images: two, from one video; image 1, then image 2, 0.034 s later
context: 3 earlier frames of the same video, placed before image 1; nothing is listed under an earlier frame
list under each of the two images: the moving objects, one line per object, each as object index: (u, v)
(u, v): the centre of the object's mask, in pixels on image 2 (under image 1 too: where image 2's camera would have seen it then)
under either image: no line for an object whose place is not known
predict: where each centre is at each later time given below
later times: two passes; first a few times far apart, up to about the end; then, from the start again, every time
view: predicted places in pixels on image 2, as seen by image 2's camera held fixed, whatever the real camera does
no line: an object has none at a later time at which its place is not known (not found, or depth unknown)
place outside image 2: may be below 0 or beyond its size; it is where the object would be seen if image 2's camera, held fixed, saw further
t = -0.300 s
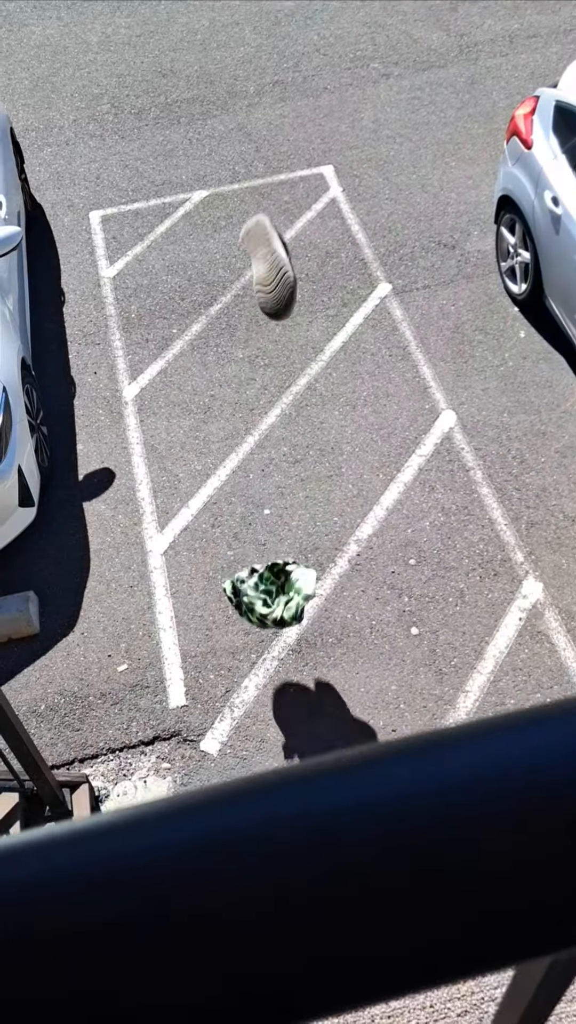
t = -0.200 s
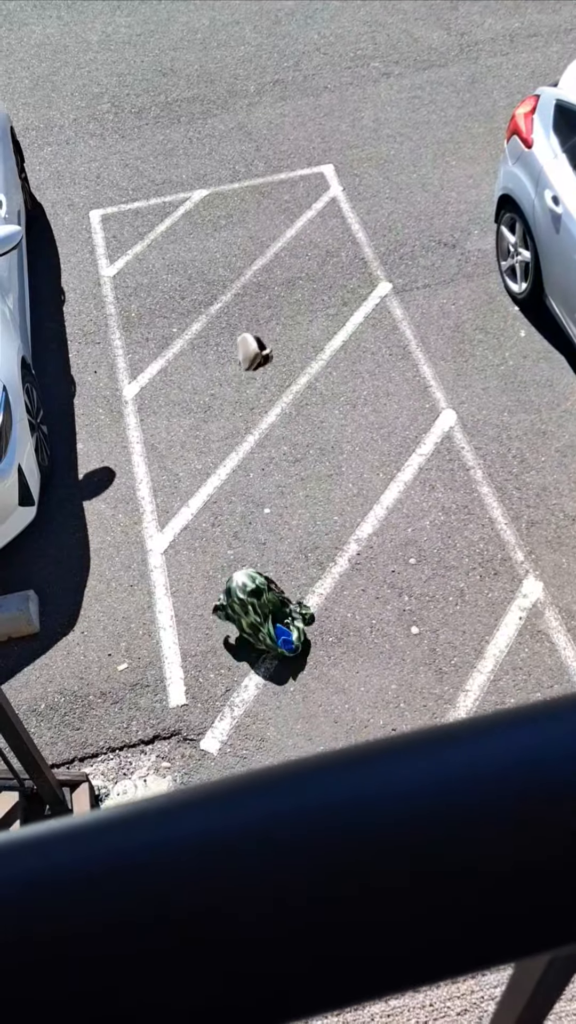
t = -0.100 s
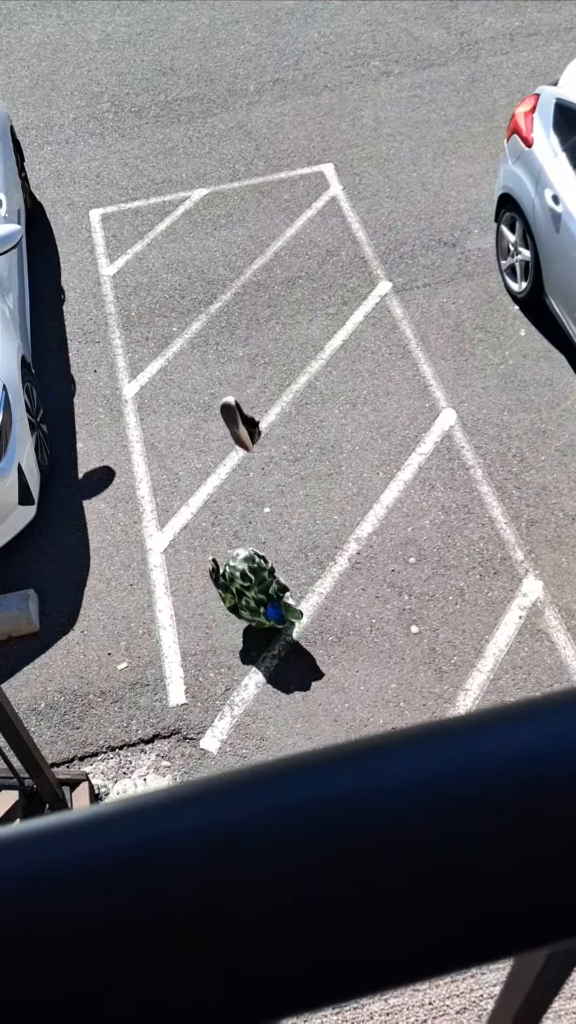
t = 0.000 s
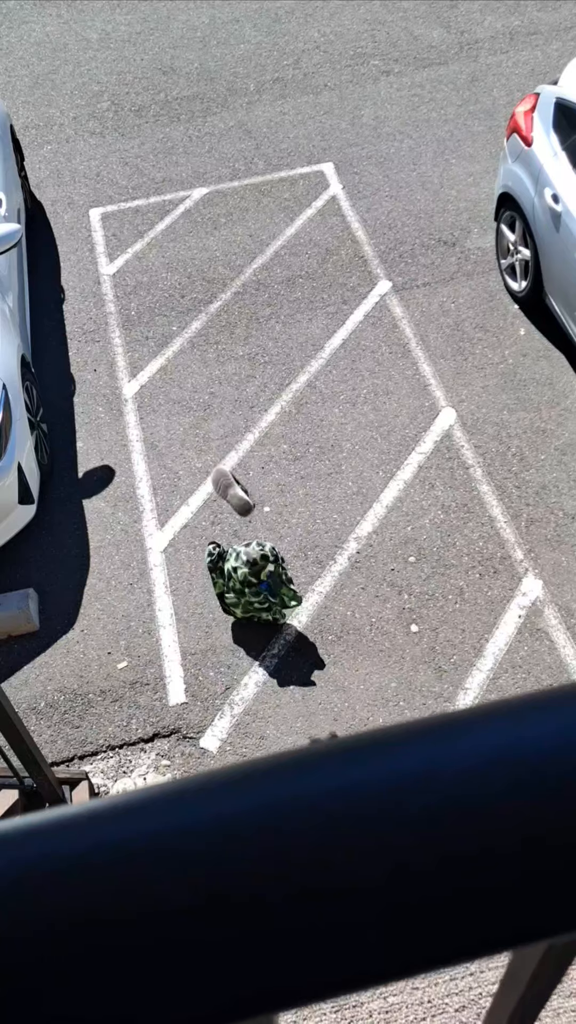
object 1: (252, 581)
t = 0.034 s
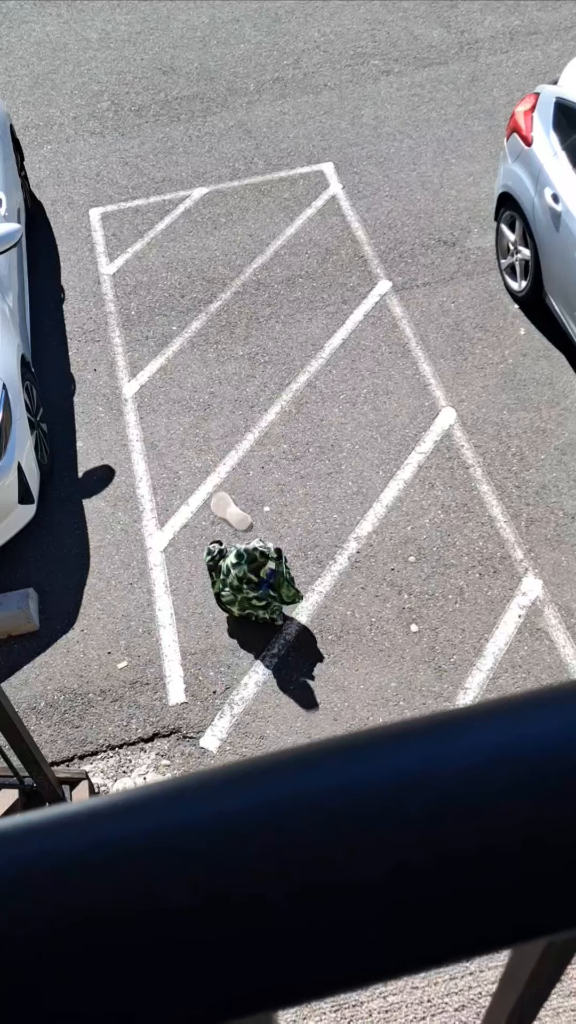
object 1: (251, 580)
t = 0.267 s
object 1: (249, 586)
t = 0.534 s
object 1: (253, 583)
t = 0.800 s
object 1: (249, 590)
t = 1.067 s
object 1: (249, 590)
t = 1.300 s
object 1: (250, 590)
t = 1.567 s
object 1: (251, 592)
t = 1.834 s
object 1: (250, 591)
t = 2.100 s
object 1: (251, 592)
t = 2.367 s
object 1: (251, 593)
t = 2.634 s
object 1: (251, 593)
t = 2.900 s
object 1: (251, 593)
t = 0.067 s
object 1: (252, 580)
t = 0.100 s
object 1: (254, 583)
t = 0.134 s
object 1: (254, 585)
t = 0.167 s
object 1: (251, 587)
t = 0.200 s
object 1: (251, 589)
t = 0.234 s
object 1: (250, 588)
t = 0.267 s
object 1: (249, 586)
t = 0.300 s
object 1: (251, 584)
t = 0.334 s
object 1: (251, 584)
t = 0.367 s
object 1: (252, 584)
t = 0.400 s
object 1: (252, 583)
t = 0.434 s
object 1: (252, 584)
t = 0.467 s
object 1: (252, 584)
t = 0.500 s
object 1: (252, 585)
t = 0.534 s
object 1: (253, 583)
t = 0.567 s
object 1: (254, 582)
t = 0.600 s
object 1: (254, 582)
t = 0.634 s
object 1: (254, 581)
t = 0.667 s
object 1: (255, 581)
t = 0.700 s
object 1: (255, 581)
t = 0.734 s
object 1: (256, 579)
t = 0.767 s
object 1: (249, 590)
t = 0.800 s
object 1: (249, 590)
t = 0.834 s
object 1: (249, 591)
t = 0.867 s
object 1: (249, 591)
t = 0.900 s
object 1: (249, 590)
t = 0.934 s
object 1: (249, 590)
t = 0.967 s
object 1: (249, 590)
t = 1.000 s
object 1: (249, 590)
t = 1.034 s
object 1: (249, 590)
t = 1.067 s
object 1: (249, 590)
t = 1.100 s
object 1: (249, 590)
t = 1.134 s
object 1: (249, 590)
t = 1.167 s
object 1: (249, 590)
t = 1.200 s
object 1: (249, 590)
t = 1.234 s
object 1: (250, 590)
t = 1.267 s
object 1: (250, 591)
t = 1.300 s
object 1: (250, 590)
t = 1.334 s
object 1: (250, 590)
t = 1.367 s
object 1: (250, 591)
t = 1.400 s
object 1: (250, 590)
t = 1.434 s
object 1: (250, 591)
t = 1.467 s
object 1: (250, 592)
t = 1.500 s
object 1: (250, 591)
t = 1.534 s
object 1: (250, 591)
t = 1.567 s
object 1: (251, 592)
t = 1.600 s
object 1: (251, 592)
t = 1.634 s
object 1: (250, 591)
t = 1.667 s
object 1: (250, 591)
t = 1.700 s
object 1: (250, 591)
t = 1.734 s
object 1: (250, 591)
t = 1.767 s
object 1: (251, 592)
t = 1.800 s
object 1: (250, 591)
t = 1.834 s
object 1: (250, 591)
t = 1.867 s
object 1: (250, 591)
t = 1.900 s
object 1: (250, 591)
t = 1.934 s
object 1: (250, 591)
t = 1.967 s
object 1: (250, 591)
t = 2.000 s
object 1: (251, 592)
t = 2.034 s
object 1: (251, 592)
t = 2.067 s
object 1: (251, 592)
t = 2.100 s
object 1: (251, 592)
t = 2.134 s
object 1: (251, 592)
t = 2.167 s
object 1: (251, 592)
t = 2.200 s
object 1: (251, 593)
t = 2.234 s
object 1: (251, 593)
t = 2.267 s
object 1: (251, 593)
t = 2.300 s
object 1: (251, 593)
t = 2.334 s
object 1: (251, 593)
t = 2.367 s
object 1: (251, 593)
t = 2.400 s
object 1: (251, 593)
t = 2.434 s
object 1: (251, 593)
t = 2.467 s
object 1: (251, 593)
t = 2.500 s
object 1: (251, 593)
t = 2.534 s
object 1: (251, 593)
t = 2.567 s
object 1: (251, 593)
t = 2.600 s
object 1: (251, 593)
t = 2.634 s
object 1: (251, 593)
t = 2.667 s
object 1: (251, 593)
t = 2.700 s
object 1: (251, 593)
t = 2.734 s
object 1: (251, 593)
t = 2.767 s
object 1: (251, 593)
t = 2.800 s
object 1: (251, 593)
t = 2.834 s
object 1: (251, 591)
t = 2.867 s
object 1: (251, 591)
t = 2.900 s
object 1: (251, 593)
